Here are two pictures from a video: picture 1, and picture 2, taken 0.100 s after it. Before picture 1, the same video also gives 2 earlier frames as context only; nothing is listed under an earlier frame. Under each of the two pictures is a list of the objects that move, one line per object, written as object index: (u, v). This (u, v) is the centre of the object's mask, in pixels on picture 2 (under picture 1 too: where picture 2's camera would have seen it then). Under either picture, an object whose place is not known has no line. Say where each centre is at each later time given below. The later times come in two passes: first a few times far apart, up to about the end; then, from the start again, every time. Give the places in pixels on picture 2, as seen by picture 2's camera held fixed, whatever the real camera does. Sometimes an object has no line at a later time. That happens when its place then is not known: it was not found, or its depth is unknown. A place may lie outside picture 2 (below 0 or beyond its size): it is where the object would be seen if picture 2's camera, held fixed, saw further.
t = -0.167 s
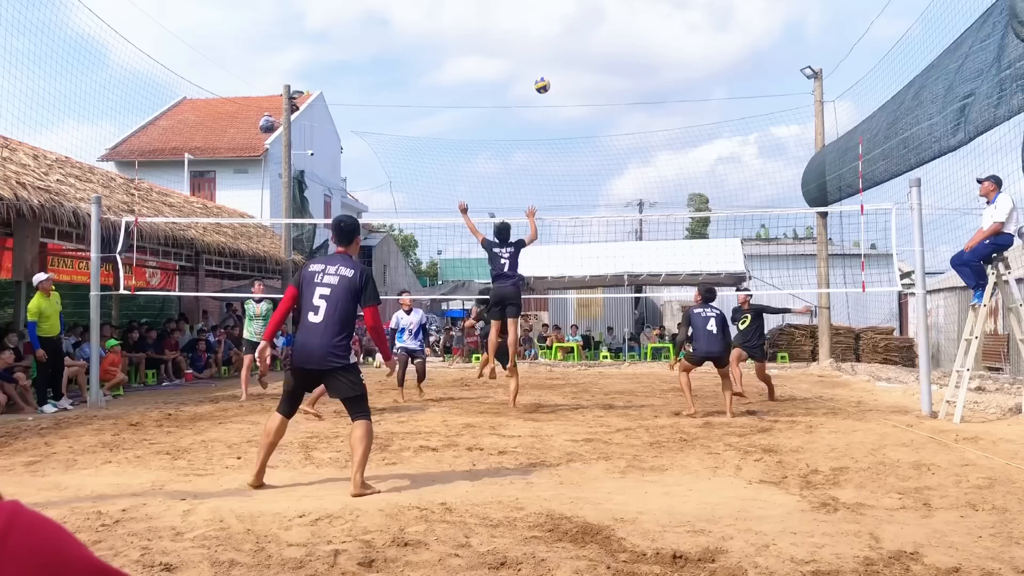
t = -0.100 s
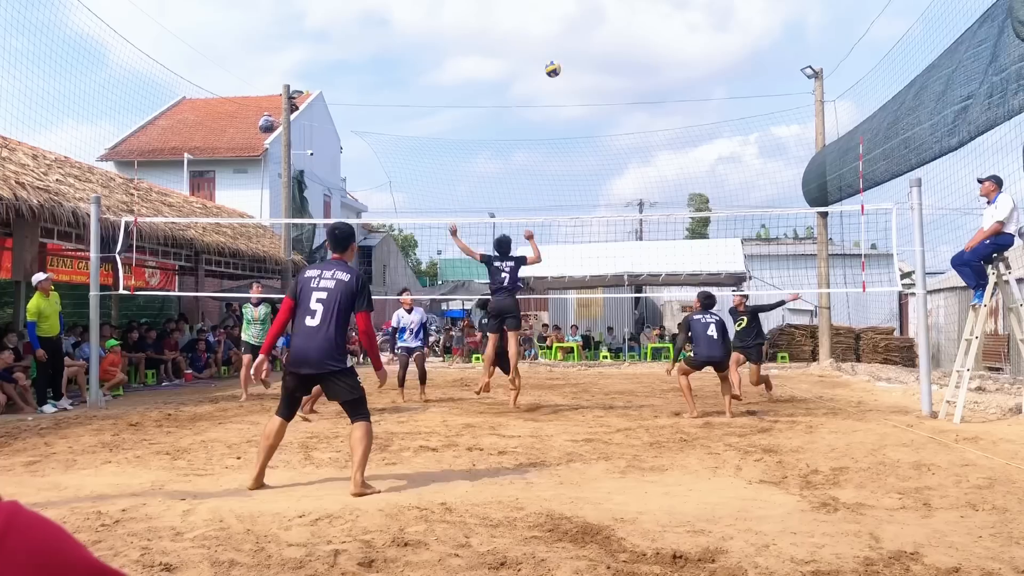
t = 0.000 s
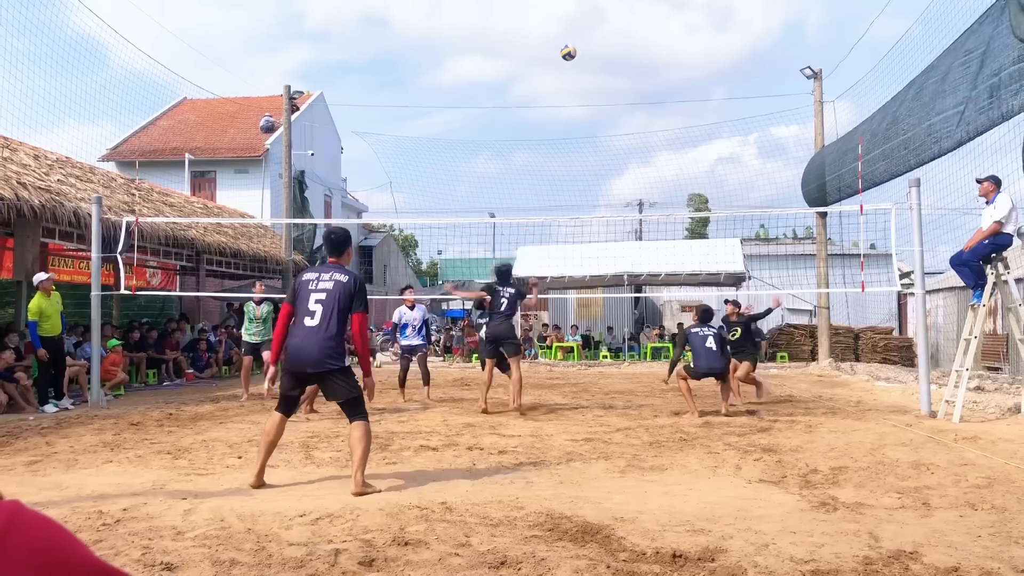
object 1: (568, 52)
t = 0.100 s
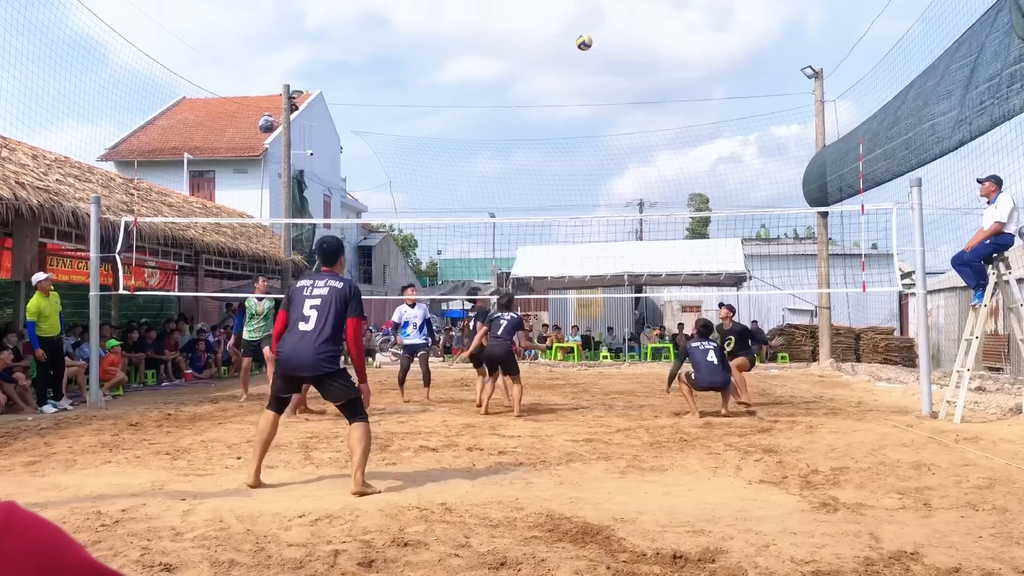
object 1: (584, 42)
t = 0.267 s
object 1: (610, 43)
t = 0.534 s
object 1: (650, 87)
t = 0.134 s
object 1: (589, 41)
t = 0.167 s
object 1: (594, 41)
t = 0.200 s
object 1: (599, 41)
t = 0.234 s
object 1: (605, 42)
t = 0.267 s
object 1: (610, 43)
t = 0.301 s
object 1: (615, 46)
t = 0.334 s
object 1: (620, 49)
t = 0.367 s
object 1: (625, 54)
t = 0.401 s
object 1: (630, 59)
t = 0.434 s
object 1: (635, 64)
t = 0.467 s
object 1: (641, 71)
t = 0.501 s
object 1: (646, 79)
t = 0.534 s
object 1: (650, 87)
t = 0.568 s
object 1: (655, 96)
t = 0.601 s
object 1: (661, 106)
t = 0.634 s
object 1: (666, 117)
